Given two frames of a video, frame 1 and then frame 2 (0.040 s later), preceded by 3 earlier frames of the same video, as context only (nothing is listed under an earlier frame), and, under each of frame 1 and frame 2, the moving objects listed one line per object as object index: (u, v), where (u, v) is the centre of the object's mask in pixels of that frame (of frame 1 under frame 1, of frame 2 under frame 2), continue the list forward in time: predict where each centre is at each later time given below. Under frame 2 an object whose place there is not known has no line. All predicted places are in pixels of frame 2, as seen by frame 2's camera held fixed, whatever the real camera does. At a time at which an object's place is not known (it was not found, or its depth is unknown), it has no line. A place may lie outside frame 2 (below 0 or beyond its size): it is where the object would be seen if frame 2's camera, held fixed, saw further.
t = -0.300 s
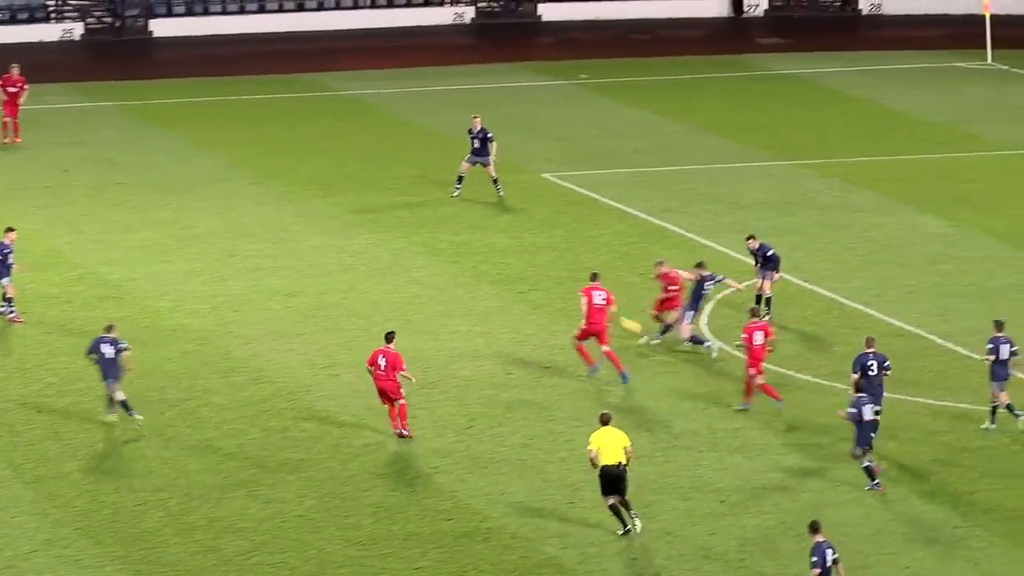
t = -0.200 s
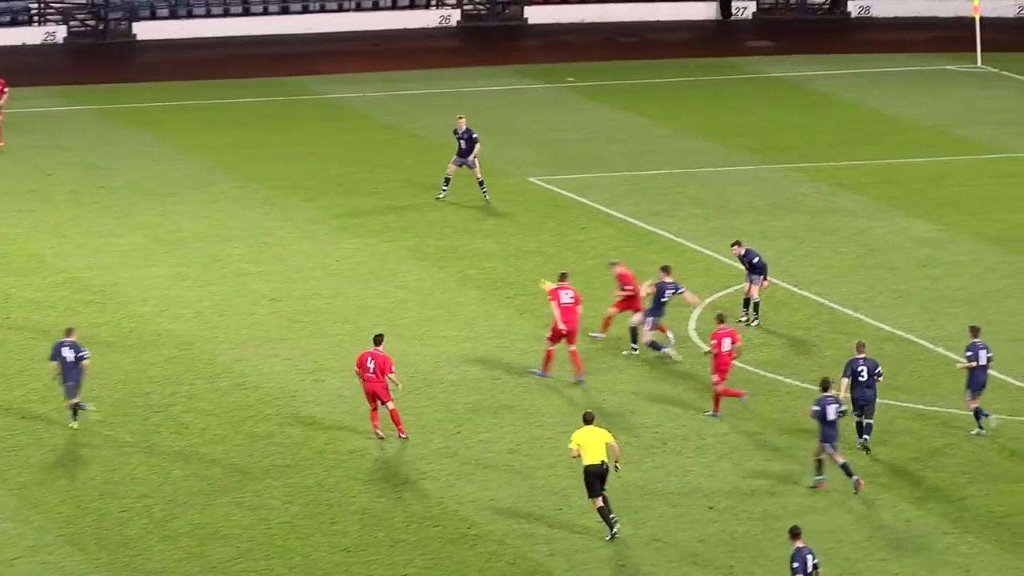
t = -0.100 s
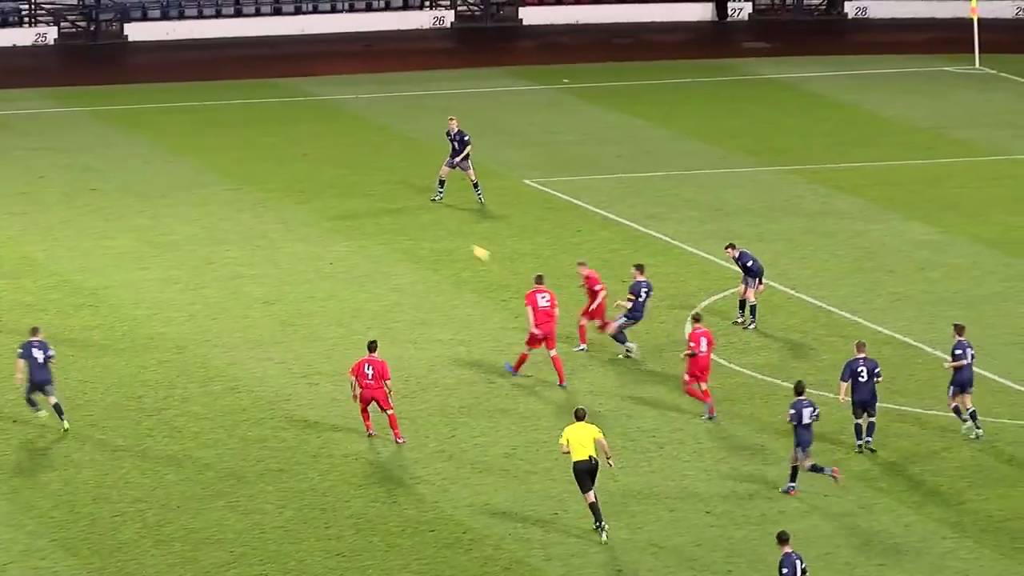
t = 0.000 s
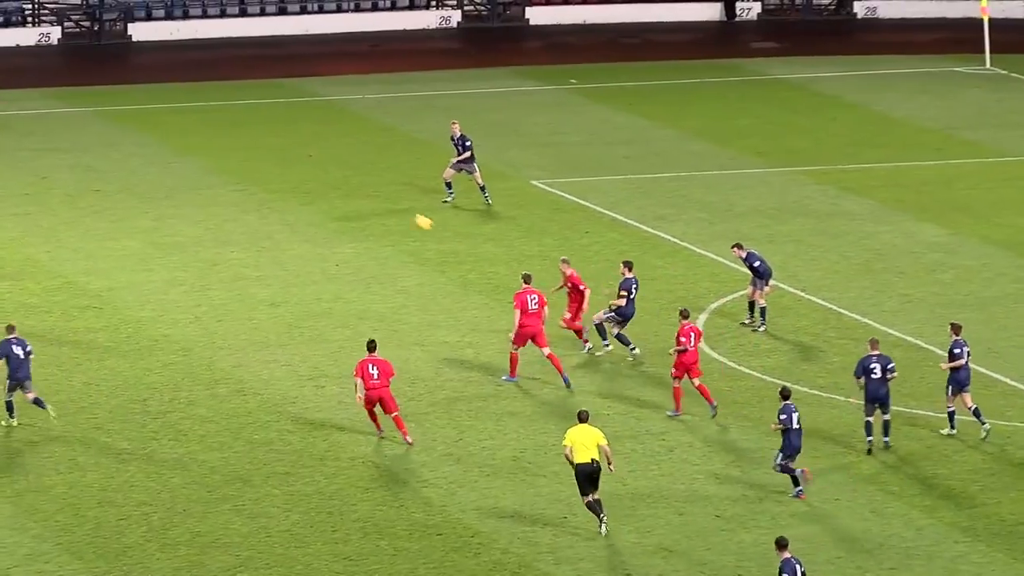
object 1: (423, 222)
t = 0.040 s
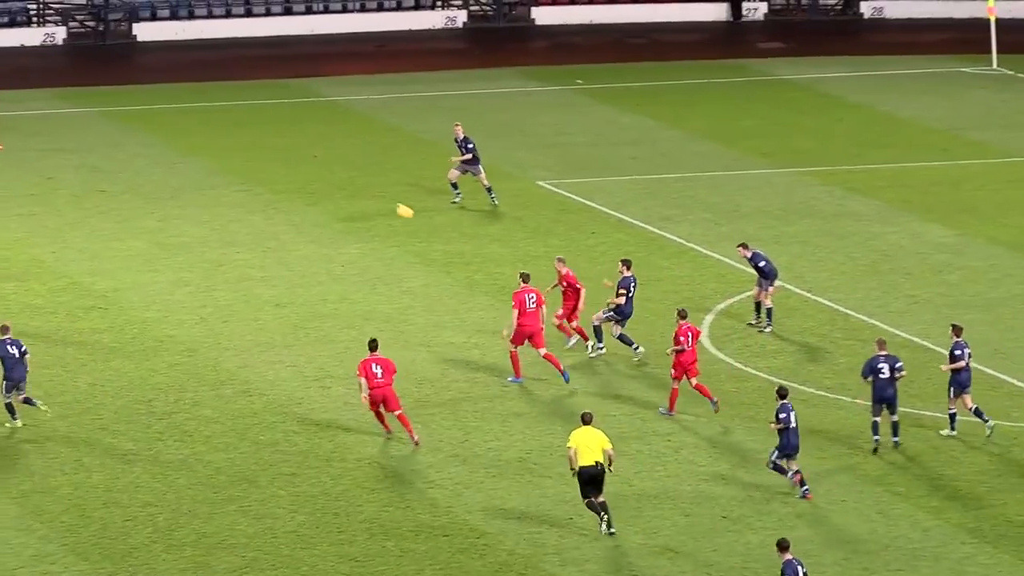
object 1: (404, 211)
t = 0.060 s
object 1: (393, 206)
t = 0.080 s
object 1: (381, 201)
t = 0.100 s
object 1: (370, 197)
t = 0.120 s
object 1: (359, 191)
